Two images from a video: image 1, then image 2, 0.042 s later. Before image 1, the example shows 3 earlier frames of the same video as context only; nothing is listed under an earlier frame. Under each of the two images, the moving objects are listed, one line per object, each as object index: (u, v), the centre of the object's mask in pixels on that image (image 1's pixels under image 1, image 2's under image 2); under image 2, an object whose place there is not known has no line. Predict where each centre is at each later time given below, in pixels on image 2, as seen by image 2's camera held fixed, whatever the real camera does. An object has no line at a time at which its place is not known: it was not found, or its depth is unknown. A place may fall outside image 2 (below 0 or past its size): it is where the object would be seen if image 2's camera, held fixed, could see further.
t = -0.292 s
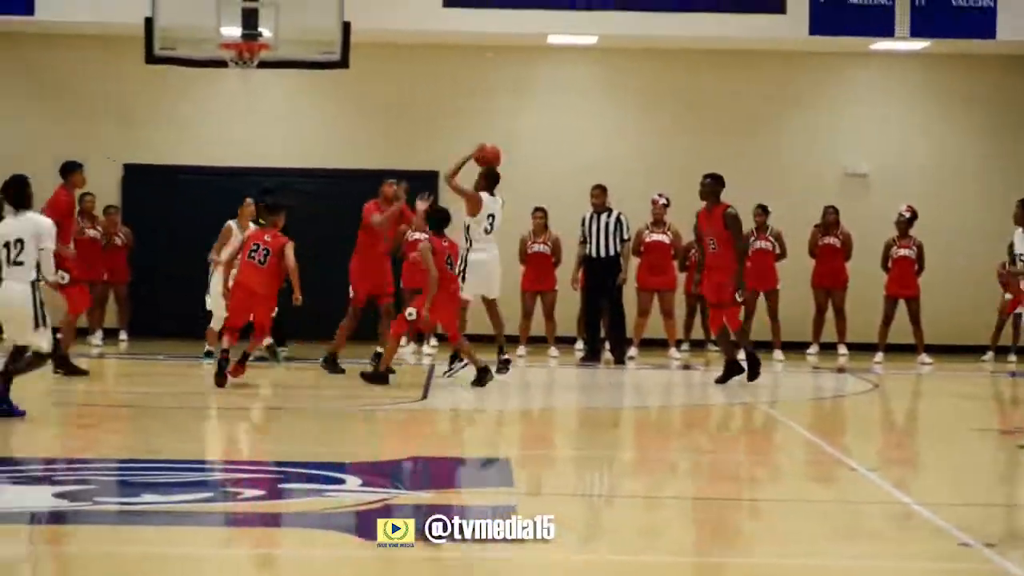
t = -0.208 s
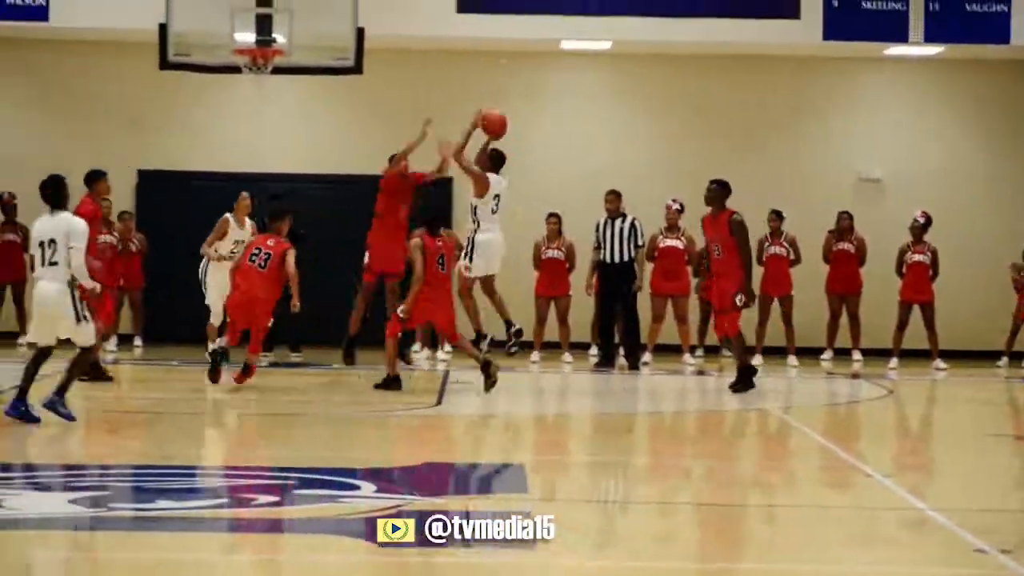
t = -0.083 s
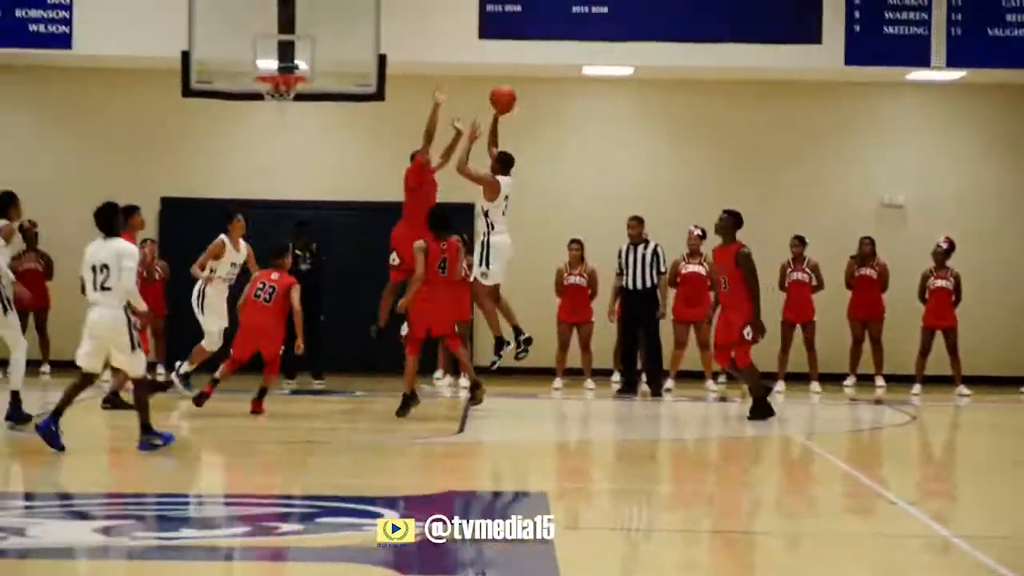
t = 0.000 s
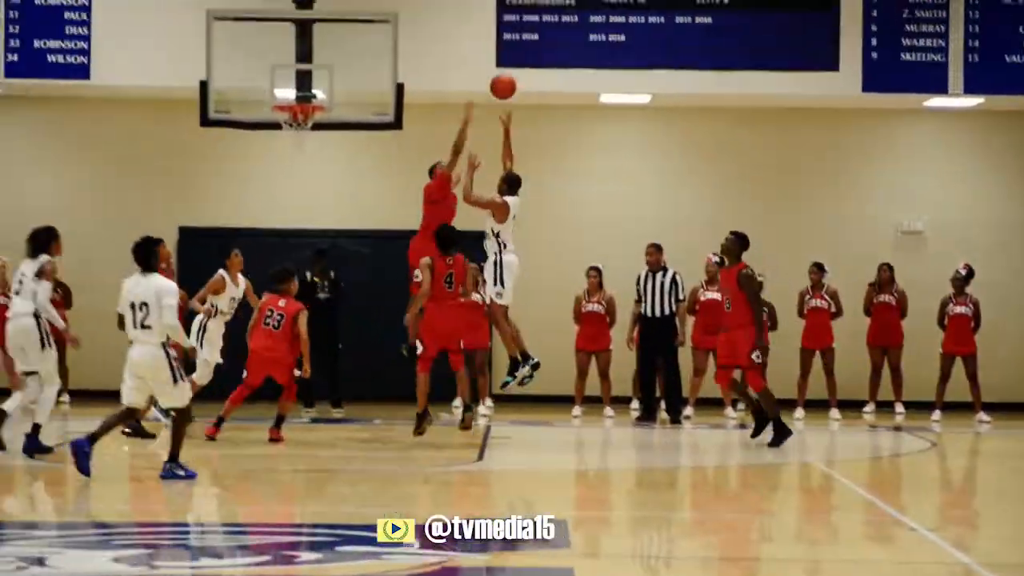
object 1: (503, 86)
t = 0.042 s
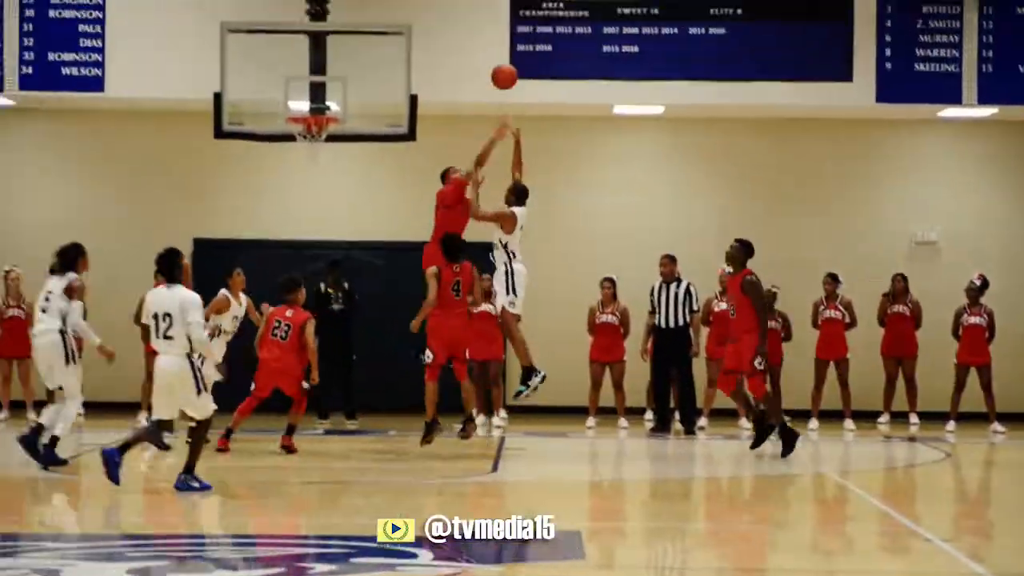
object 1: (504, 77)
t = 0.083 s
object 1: (497, 65)
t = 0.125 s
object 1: (488, 49)
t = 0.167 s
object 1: (481, 41)
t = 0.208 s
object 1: (472, 29)
